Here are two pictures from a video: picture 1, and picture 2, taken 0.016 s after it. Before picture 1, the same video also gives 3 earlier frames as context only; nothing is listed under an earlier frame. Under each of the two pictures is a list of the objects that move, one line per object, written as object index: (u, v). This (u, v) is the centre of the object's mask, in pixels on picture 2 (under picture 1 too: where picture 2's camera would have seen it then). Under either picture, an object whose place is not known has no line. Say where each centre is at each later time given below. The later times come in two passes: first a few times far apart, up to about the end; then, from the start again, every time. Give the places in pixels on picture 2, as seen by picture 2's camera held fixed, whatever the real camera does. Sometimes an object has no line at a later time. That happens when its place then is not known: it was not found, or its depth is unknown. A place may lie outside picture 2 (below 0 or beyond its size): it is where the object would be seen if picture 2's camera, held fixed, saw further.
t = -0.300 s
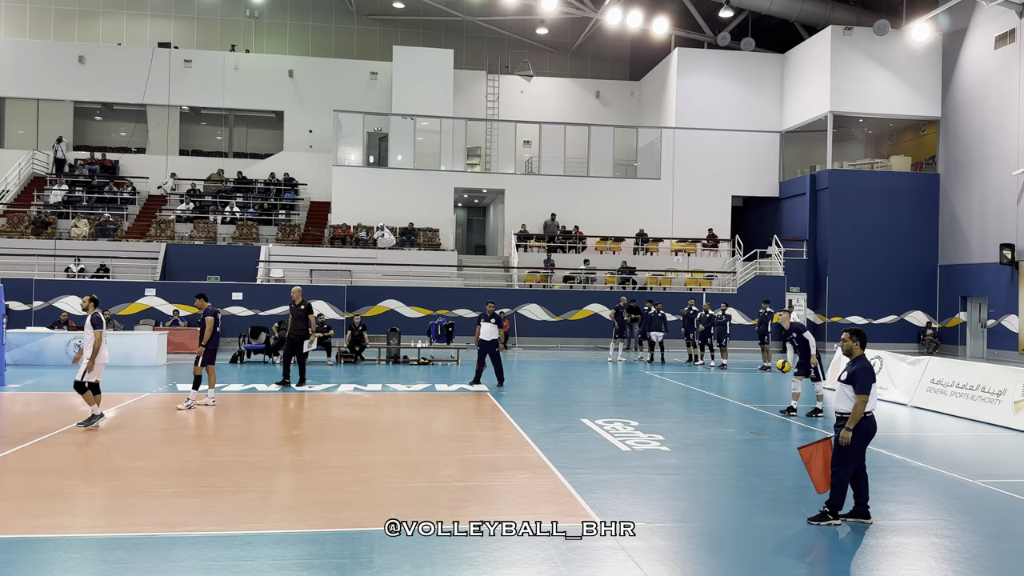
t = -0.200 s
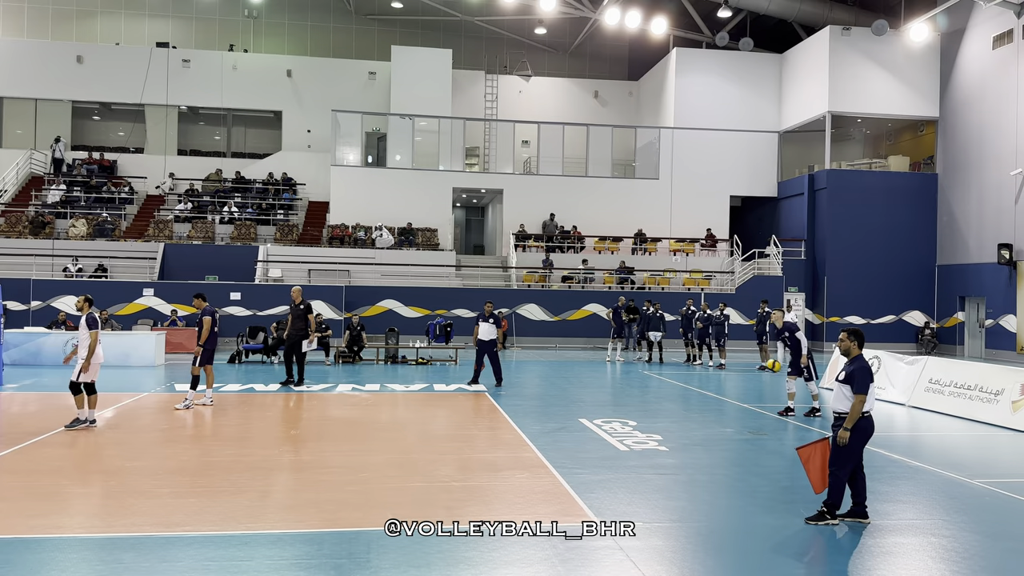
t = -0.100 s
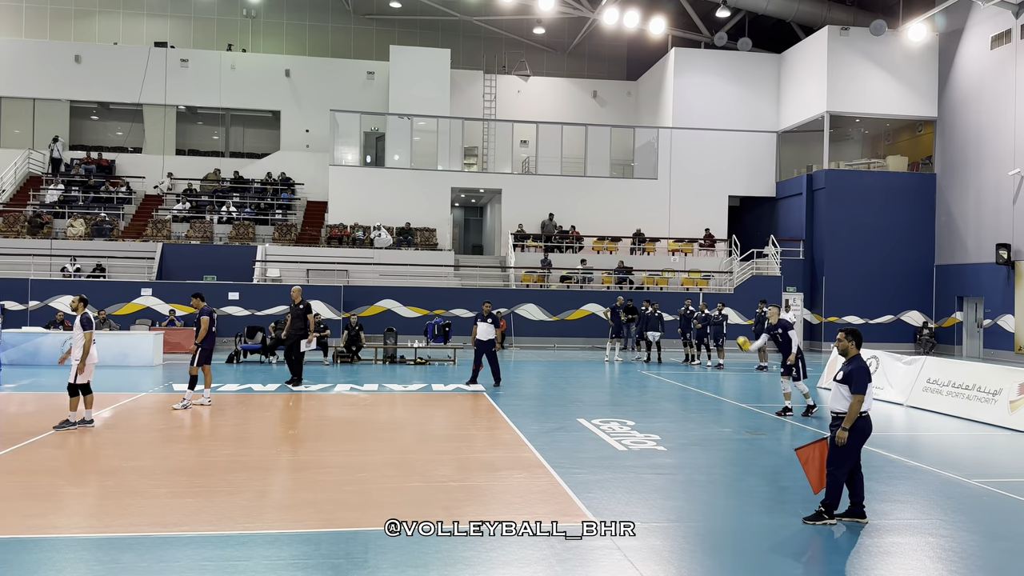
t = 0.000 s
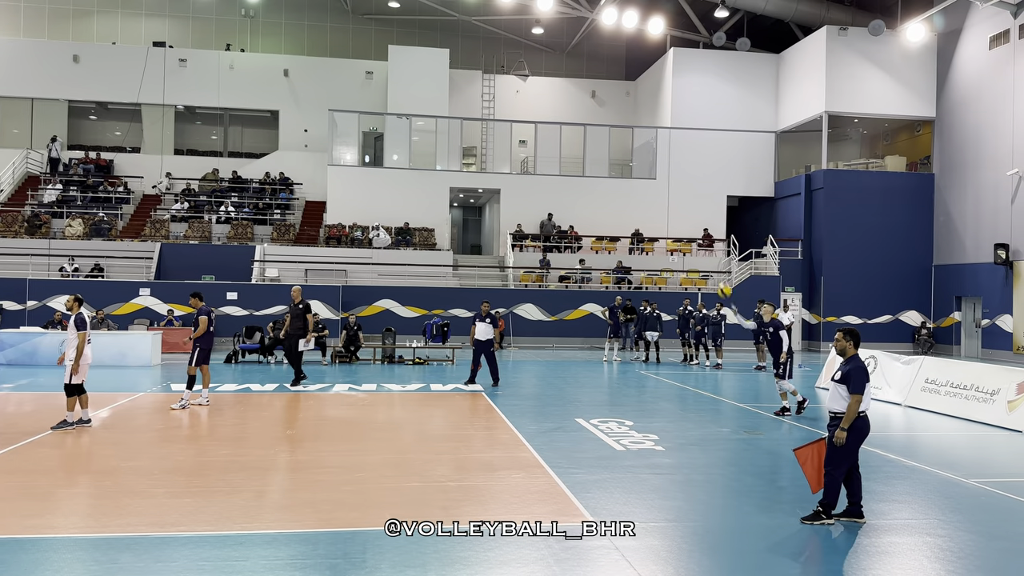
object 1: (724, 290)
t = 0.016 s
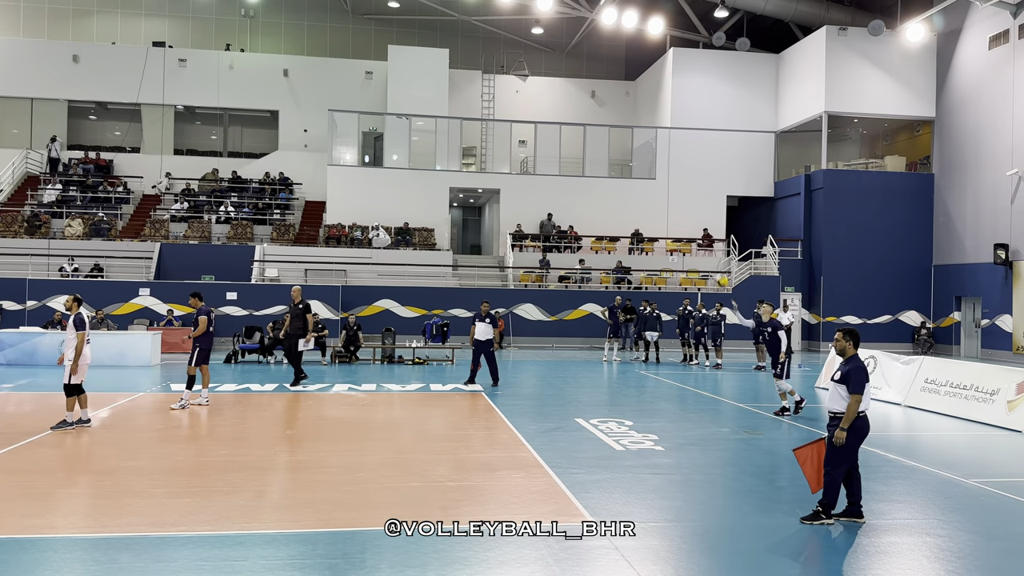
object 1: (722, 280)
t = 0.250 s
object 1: (691, 177)
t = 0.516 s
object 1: (655, 101)
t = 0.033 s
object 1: (719, 272)
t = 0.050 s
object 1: (717, 264)
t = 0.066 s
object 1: (715, 256)
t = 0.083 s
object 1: (712, 247)
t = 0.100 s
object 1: (710, 239)
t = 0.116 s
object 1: (708, 232)
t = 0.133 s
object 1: (706, 225)
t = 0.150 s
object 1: (704, 218)
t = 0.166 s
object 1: (702, 211)
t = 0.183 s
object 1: (699, 203)
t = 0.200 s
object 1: (698, 197)
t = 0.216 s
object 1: (695, 190)
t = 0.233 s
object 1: (693, 184)
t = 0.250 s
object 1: (691, 177)
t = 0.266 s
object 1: (688, 171)
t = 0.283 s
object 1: (686, 165)
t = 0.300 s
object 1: (684, 160)
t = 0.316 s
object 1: (682, 154)
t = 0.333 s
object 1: (680, 148)
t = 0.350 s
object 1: (677, 143)
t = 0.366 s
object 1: (675, 138)
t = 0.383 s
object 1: (672, 134)
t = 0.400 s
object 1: (671, 129)
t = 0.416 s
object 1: (668, 124)
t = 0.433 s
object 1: (666, 121)
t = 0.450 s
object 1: (664, 116)
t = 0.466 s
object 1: (662, 112)
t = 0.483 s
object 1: (659, 108)
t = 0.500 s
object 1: (657, 104)
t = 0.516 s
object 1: (655, 101)
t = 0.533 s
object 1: (653, 98)
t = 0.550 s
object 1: (650, 94)
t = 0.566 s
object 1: (648, 92)
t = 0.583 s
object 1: (646, 89)
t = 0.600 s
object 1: (644, 86)
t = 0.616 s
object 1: (642, 83)
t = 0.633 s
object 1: (639, 81)
